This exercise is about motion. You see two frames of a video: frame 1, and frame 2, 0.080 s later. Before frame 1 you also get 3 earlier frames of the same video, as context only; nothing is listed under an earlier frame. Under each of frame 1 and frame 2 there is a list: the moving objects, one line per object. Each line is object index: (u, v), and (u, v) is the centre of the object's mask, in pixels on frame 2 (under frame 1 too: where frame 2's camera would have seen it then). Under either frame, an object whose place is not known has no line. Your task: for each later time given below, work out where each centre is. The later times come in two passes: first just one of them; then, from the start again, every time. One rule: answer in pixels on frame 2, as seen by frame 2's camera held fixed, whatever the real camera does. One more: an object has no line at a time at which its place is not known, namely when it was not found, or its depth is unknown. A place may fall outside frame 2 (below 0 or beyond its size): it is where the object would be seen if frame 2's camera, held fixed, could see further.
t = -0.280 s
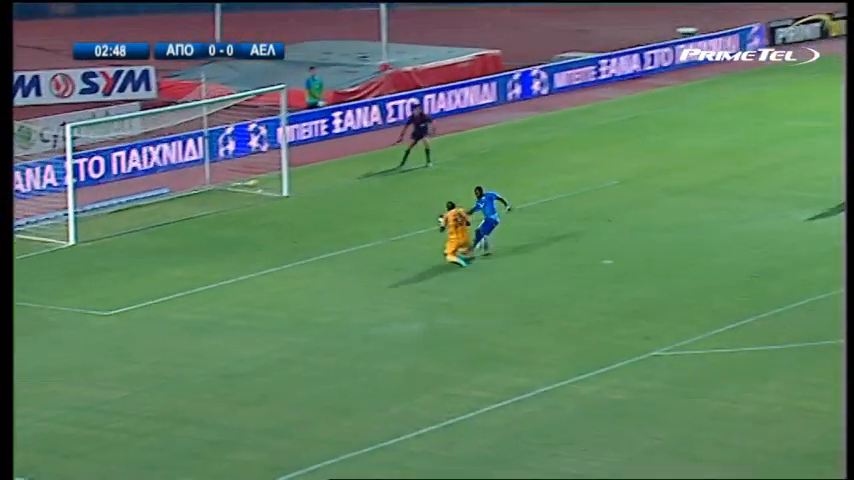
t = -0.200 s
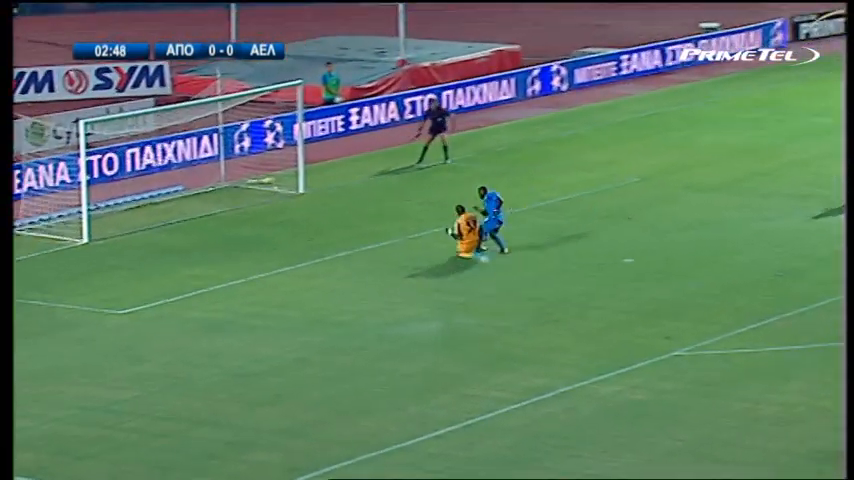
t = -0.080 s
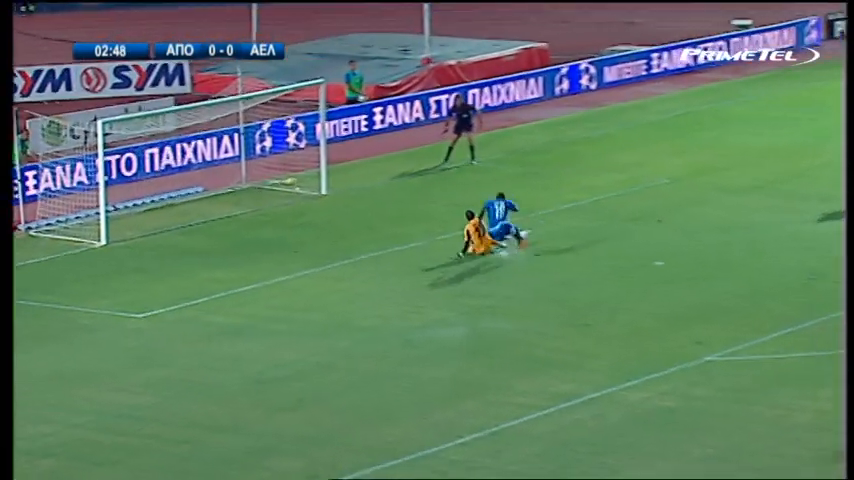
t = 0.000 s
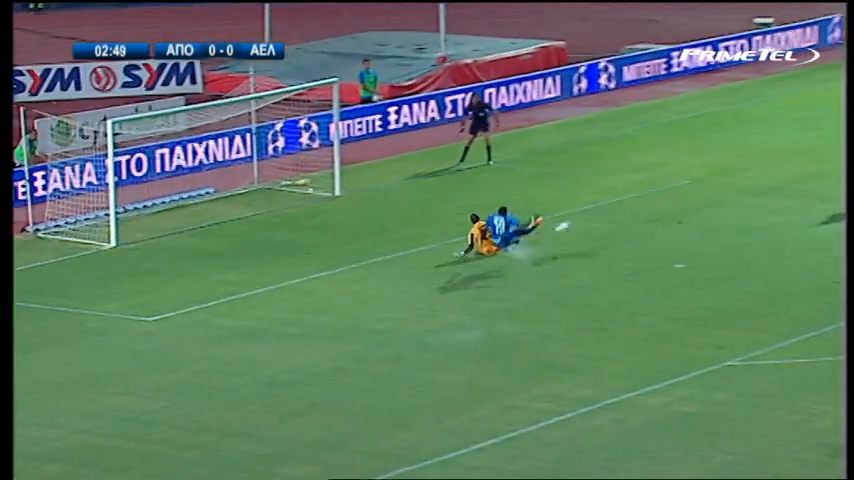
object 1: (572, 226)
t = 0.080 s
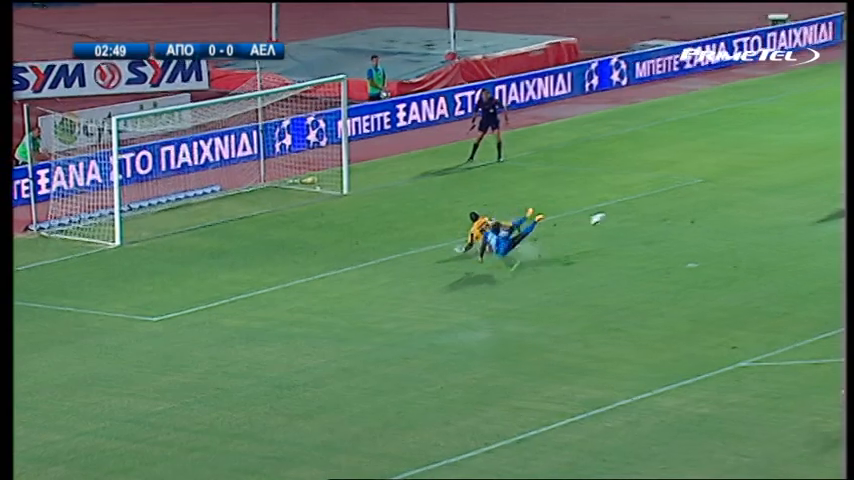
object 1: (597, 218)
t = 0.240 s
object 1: (643, 215)
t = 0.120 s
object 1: (610, 216)
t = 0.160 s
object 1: (622, 216)
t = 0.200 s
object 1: (633, 215)
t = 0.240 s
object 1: (643, 215)
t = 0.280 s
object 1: (655, 216)
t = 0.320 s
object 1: (664, 218)
